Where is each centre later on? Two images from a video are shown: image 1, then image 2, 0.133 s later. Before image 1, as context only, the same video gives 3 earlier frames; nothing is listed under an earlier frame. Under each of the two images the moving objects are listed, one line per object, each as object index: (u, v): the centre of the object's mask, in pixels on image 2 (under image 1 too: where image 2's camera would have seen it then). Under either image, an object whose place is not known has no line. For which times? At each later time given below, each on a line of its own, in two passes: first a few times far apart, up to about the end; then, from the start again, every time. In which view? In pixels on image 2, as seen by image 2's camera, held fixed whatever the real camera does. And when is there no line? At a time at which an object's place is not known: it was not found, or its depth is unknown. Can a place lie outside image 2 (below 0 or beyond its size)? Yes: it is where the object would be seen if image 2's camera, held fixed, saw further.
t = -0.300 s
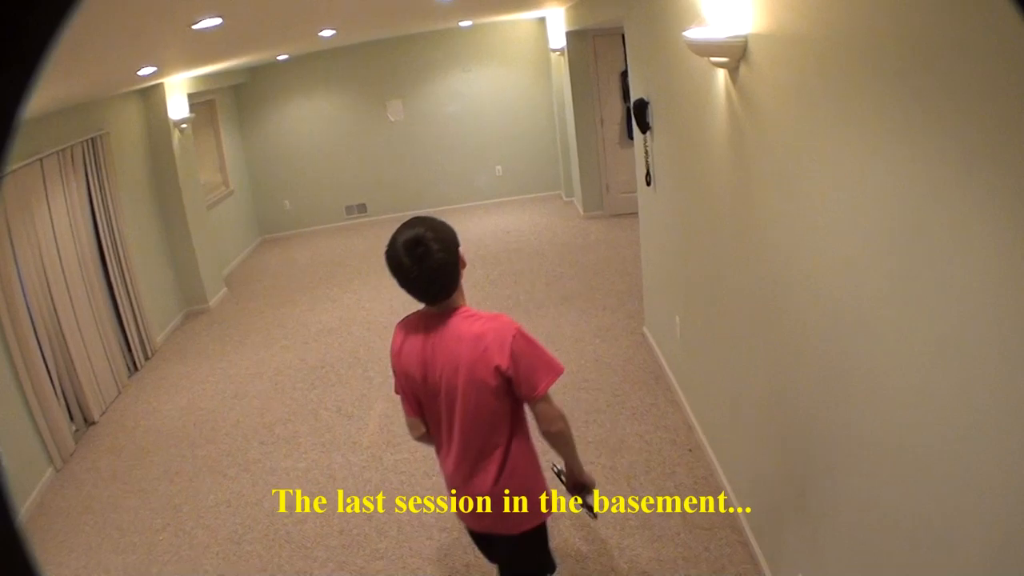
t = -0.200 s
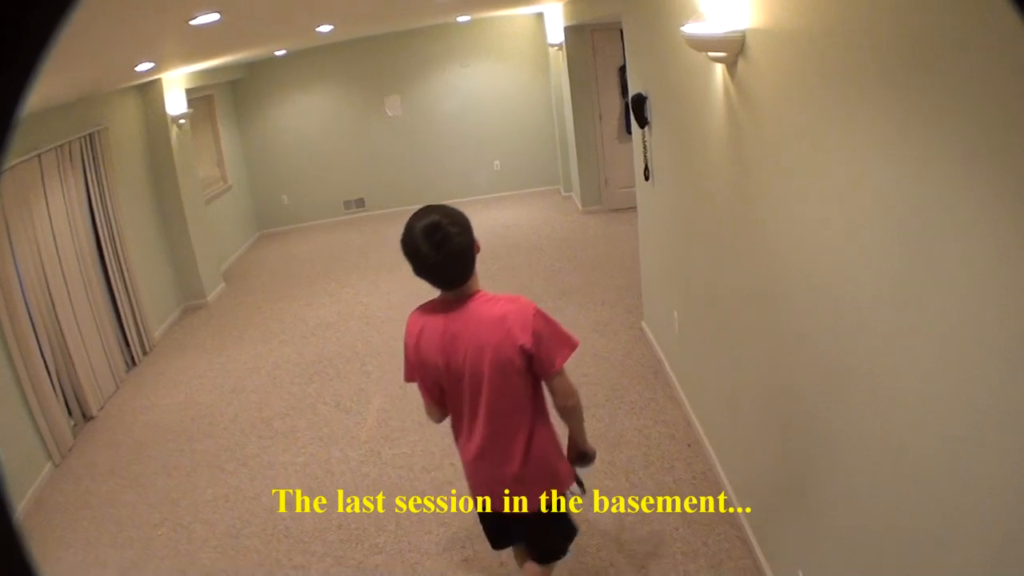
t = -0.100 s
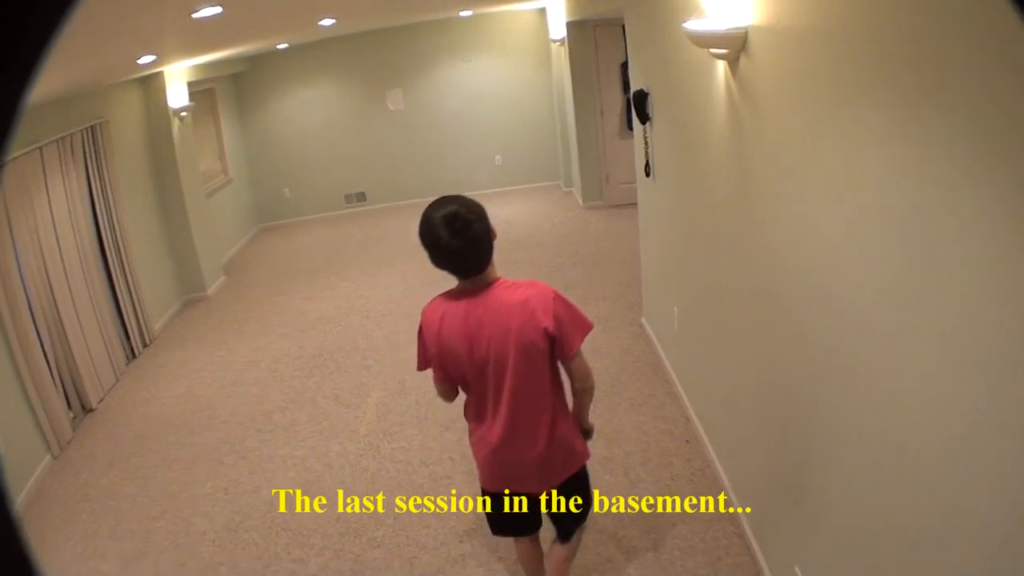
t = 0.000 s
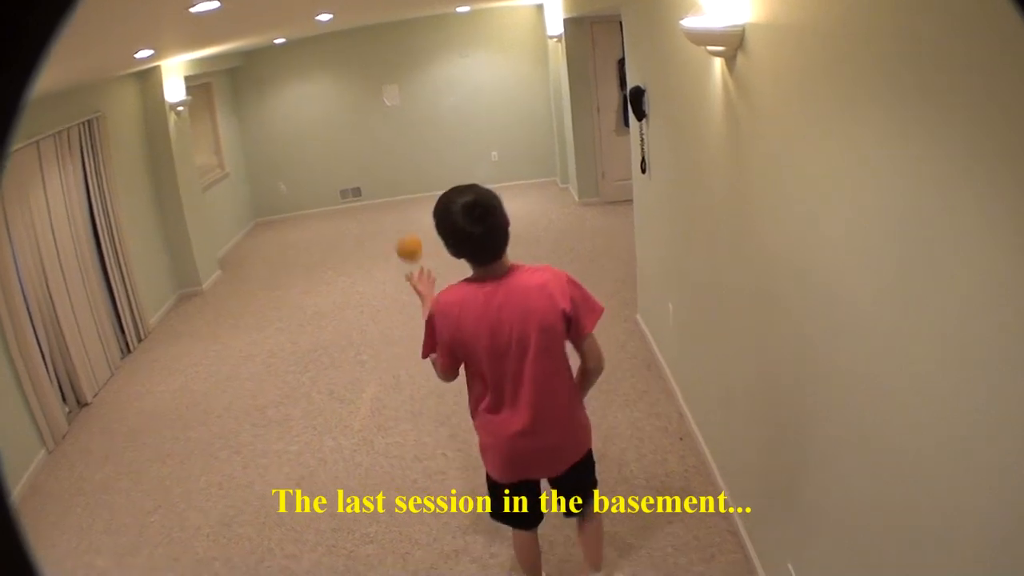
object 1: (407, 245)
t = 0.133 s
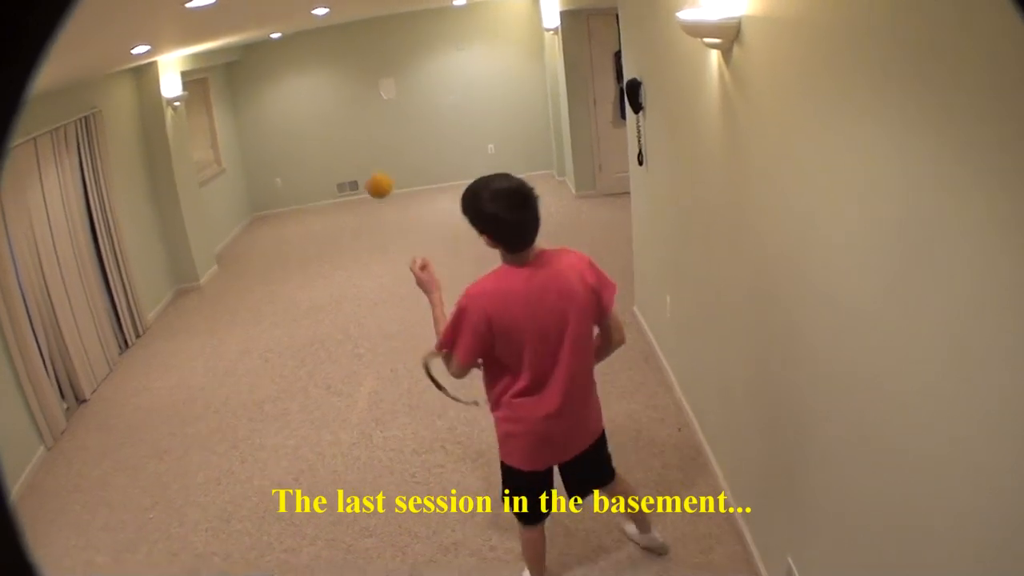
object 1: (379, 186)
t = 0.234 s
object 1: (363, 175)
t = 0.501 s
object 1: (350, 275)
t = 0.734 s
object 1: (373, 464)
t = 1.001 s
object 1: (347, 389)
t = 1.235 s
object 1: (344, 357)
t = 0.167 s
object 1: (373, 179)
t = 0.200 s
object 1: (368, 175)
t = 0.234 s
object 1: (363, 175)
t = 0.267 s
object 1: (359, 177)
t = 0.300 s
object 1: (357, 182)
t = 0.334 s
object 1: (354, 190)
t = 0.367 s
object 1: (352, 202)
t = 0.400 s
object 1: (349, 215)
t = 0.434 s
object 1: (348, 231)
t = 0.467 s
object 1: (349, 252)
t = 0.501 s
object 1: (350, 275)
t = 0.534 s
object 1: (352, 298)
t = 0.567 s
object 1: (353, 324)
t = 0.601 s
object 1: (356, 349)
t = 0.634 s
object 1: (360, 376)
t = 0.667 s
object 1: (364, 406)
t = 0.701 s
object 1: (368, 436)
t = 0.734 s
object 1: (373, 464)
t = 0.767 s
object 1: (379, 494)
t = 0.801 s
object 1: (378, 489)
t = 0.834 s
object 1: (370, 468)
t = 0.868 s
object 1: (365, 449)
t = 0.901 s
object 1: (359, 431)
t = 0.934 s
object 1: (355, 414)
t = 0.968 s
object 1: (350, 400)
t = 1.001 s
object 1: (347, 389)
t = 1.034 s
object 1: (346, 378)
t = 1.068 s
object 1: (344, 369)
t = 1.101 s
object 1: (343, 362)
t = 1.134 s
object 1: (343, 357)
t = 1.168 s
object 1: (343, 355)
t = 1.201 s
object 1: (343, 355)
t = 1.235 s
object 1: (344, 357)
